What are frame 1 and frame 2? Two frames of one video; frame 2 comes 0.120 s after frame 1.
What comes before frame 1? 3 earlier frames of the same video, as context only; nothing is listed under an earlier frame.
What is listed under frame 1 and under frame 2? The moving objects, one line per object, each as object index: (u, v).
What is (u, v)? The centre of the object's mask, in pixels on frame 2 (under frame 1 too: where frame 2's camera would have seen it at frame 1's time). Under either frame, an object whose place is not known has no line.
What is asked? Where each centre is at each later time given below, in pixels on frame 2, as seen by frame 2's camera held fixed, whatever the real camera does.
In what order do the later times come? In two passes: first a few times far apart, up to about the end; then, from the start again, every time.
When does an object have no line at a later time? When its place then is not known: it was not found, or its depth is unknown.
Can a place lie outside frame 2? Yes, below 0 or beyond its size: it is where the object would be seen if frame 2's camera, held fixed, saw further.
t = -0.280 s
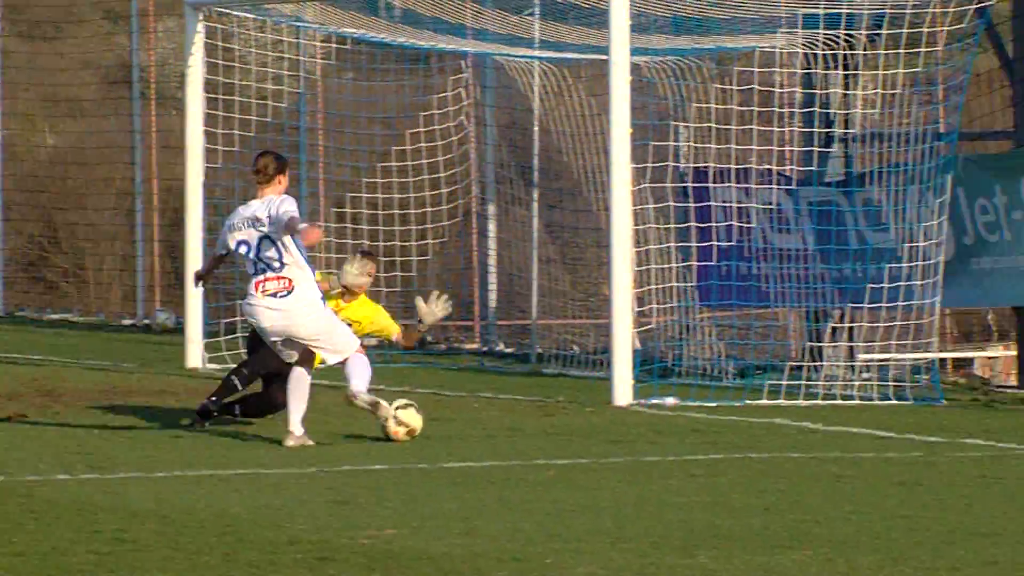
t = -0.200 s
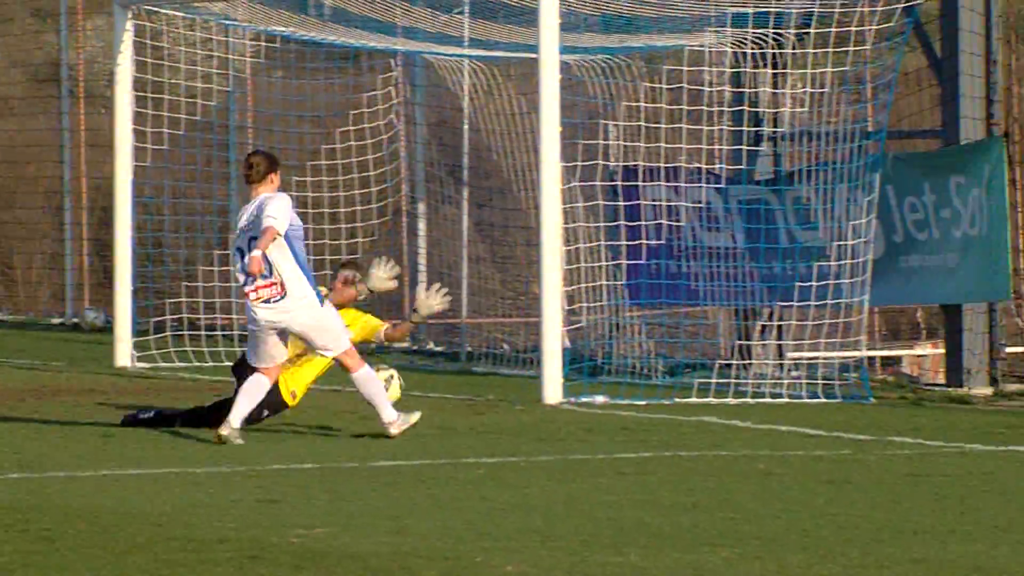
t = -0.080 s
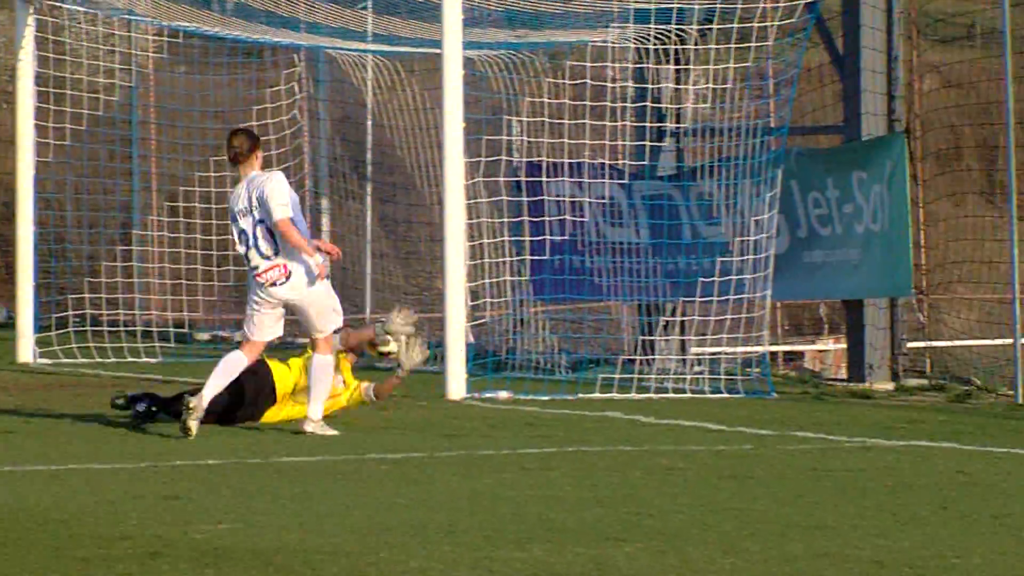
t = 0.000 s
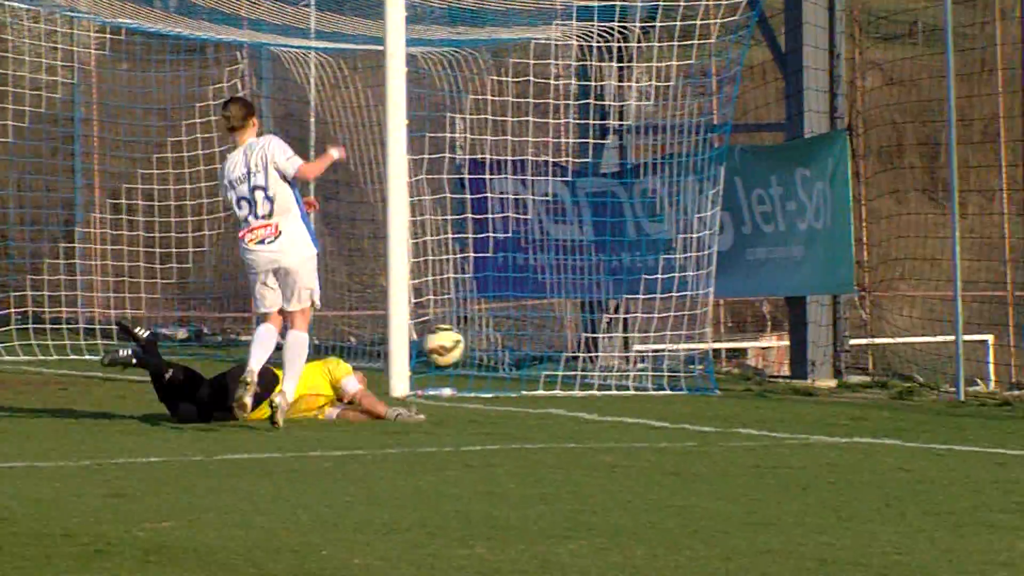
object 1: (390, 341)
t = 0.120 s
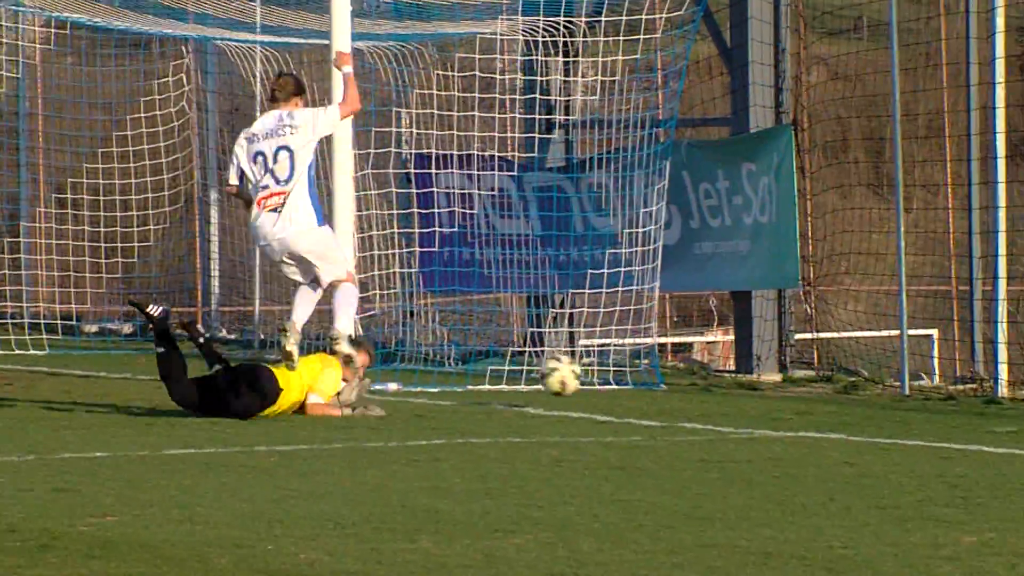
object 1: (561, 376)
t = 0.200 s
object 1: (654, 385)
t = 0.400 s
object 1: (829, 372)
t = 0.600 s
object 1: (1000, 386)
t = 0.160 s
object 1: (618, 393)
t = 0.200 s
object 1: (654, 385)
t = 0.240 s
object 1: (691, 377)
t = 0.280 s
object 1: (725, 372)
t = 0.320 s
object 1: (759, 369)
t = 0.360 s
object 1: (795, 368)
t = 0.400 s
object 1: (829, 372)
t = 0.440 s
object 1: (865, 378)
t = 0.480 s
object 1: (901, 387)
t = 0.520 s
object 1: (934, 392)
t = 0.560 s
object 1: (967, 388)
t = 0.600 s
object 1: (1000, 386)
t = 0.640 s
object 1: (1035, 387)
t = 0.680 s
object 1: (1069, 391)
